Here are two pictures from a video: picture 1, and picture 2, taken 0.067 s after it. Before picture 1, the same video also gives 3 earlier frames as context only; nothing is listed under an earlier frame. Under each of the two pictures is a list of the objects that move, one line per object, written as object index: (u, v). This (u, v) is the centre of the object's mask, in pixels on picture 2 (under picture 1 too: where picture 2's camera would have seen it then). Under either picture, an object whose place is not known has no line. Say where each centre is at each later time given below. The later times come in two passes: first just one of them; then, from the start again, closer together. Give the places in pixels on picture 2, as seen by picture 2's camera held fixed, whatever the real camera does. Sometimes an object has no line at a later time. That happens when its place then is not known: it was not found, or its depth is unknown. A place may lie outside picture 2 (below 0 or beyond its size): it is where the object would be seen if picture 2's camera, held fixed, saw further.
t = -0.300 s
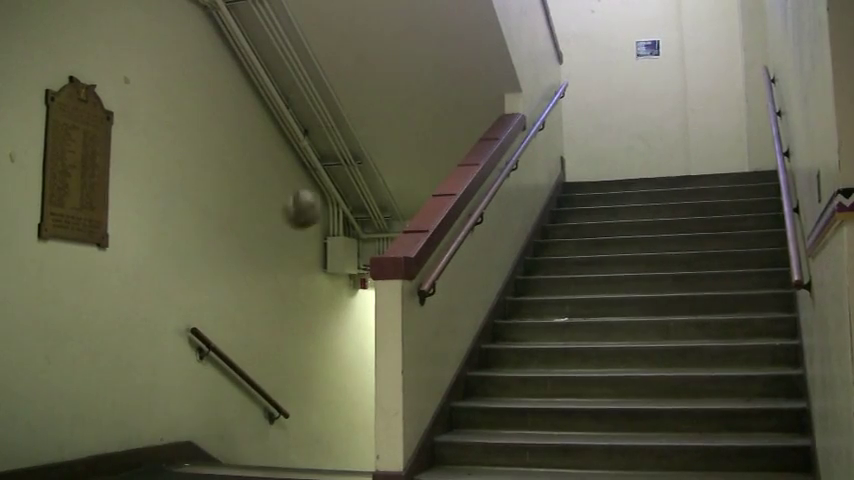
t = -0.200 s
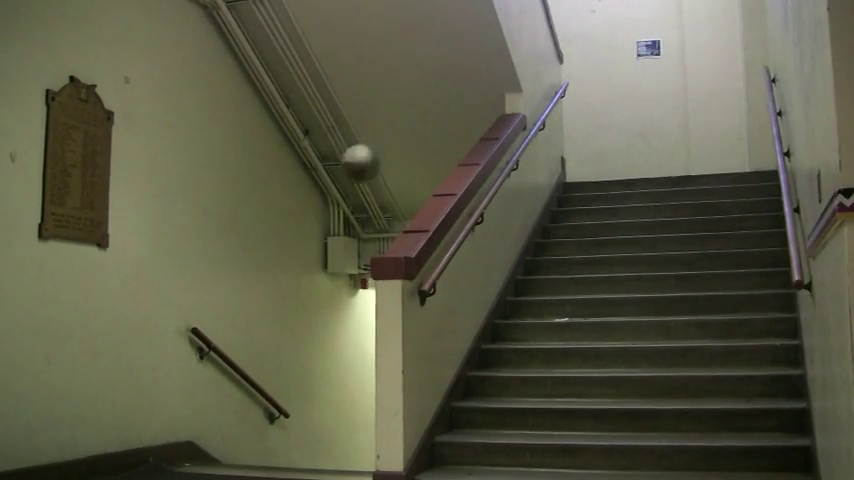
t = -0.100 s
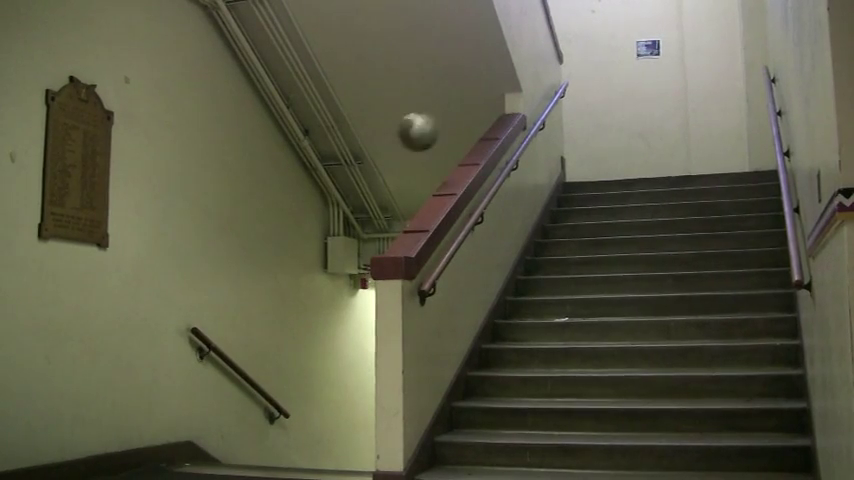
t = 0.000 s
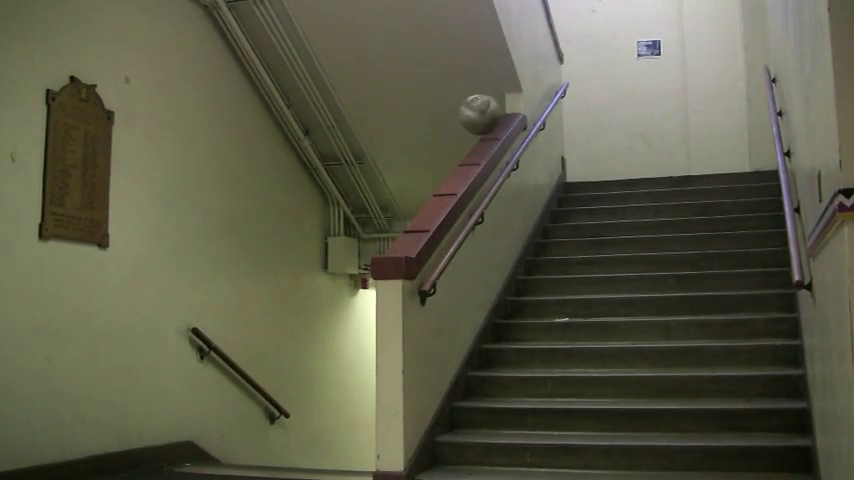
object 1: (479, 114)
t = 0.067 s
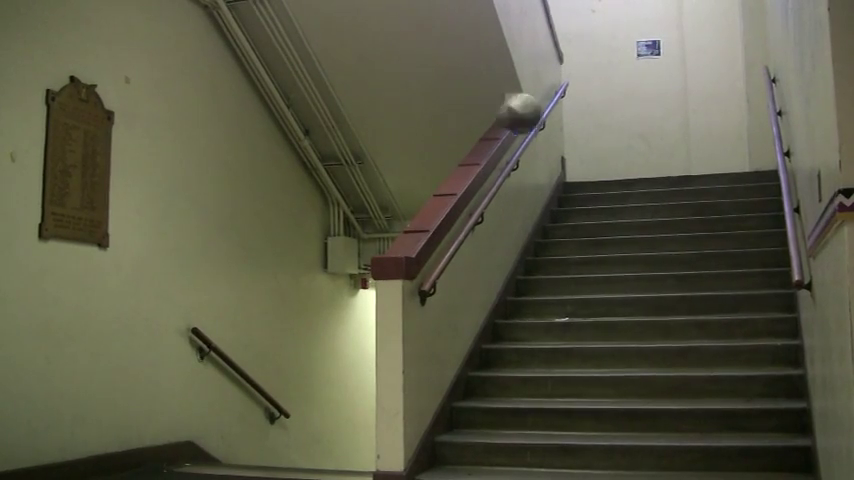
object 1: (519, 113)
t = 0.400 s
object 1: (748, 223)
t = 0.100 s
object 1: (543, 115)
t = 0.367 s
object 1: (726, 203)
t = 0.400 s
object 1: (748, 223)
